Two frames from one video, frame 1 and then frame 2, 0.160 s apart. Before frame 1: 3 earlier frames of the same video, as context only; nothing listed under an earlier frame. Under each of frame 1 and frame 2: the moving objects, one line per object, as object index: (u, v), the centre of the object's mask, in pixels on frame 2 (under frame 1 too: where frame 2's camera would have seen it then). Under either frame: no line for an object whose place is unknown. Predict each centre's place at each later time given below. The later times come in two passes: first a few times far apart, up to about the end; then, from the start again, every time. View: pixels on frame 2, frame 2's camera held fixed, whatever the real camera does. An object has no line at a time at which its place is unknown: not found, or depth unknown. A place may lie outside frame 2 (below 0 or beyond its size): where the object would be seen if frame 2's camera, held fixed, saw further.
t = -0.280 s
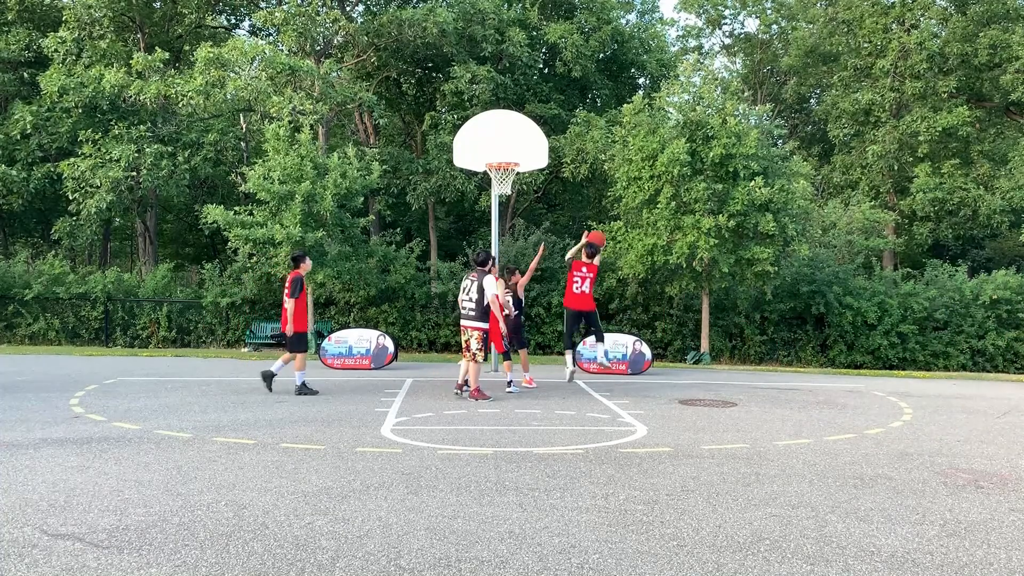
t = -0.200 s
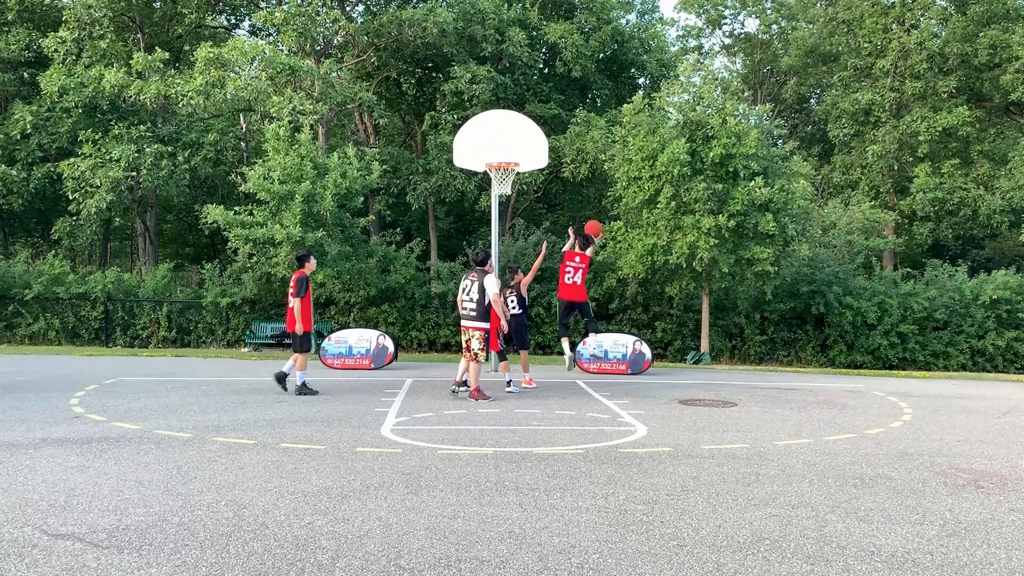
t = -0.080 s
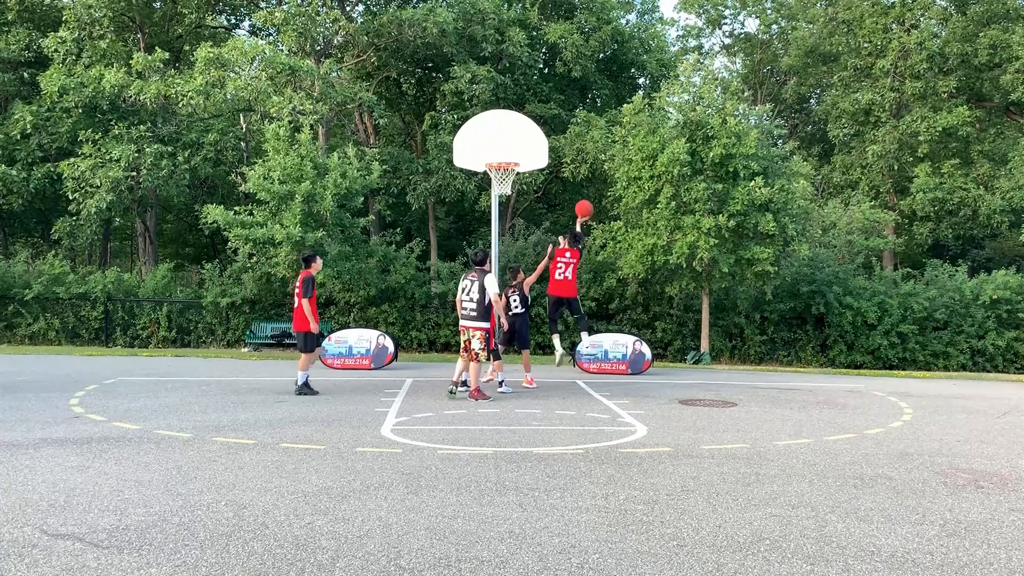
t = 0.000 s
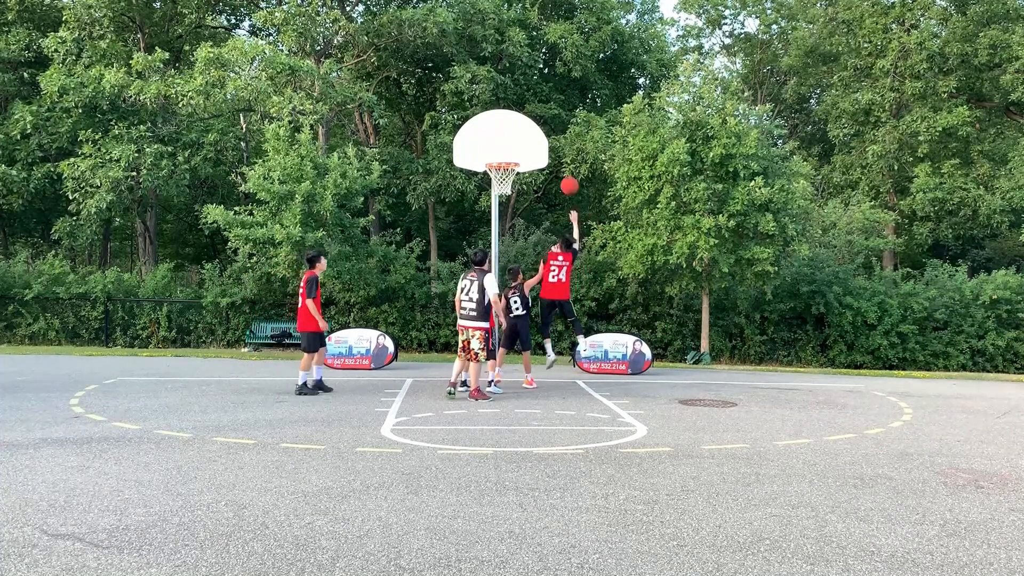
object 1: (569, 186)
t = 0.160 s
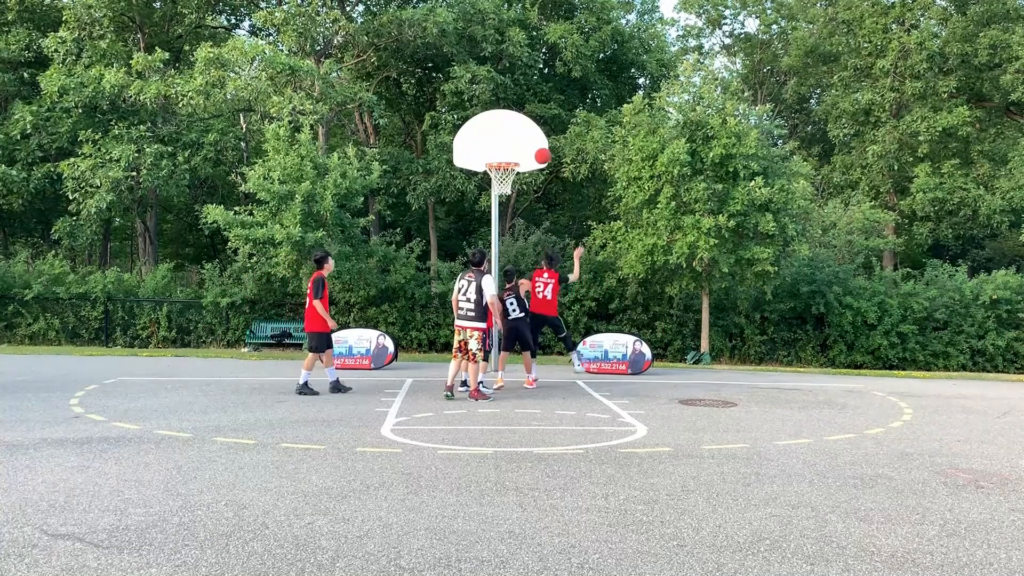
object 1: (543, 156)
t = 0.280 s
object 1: (519, 143)
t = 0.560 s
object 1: (492, 154)
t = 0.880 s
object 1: (517, 151)
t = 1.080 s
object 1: (528, 163)
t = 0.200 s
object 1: (534, 149)
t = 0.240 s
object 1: (528, 146)
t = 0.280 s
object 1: (519, 143)
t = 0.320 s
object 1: (514, 142)
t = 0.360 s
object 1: (509, 141)
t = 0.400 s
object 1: (505, 142)
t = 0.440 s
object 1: (502, 143)
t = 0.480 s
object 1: (498, 147)
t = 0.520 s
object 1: (495, 150)
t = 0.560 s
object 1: (492, 154)
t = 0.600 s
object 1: (493, 154)
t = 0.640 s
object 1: (497, 152)
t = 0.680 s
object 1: (501, 151)
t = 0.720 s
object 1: (504, 150)
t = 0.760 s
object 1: (507, 151)
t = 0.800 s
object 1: (512, 153)
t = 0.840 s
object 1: (514, 152)
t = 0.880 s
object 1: (517, 151)
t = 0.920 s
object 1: (519, 151)
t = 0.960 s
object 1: (521, 152)
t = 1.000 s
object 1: (523, 155)
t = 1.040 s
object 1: (525, 158)
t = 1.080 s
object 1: (528, 163)
